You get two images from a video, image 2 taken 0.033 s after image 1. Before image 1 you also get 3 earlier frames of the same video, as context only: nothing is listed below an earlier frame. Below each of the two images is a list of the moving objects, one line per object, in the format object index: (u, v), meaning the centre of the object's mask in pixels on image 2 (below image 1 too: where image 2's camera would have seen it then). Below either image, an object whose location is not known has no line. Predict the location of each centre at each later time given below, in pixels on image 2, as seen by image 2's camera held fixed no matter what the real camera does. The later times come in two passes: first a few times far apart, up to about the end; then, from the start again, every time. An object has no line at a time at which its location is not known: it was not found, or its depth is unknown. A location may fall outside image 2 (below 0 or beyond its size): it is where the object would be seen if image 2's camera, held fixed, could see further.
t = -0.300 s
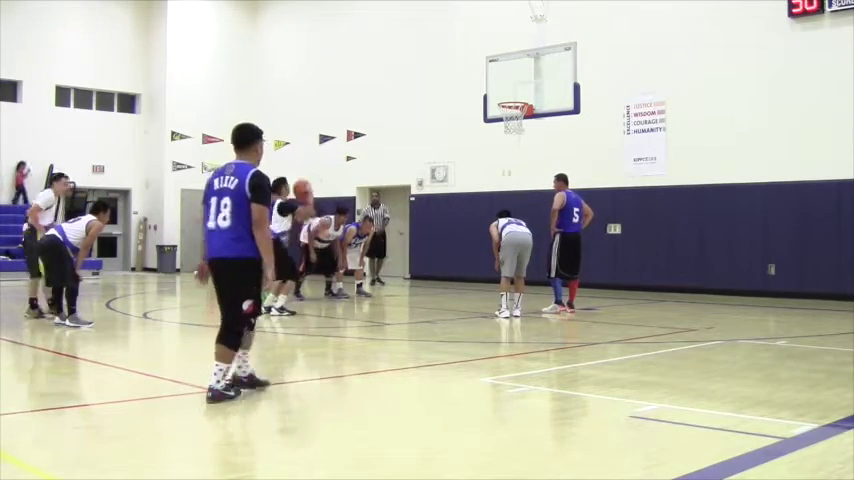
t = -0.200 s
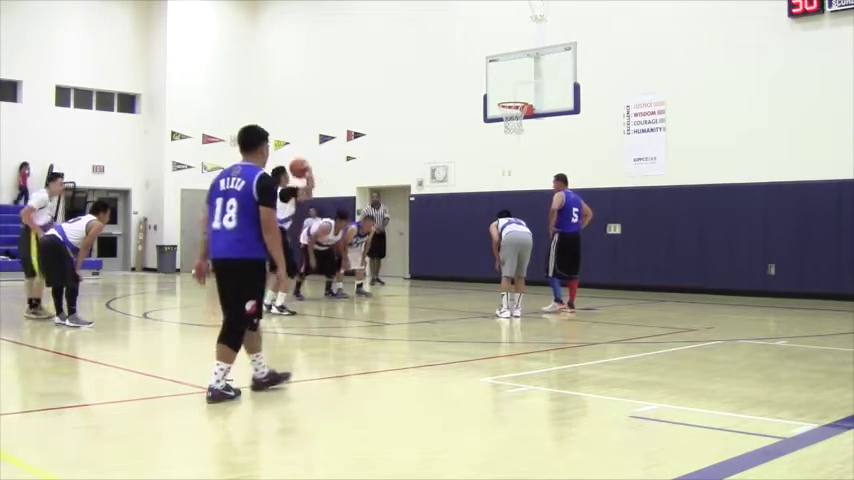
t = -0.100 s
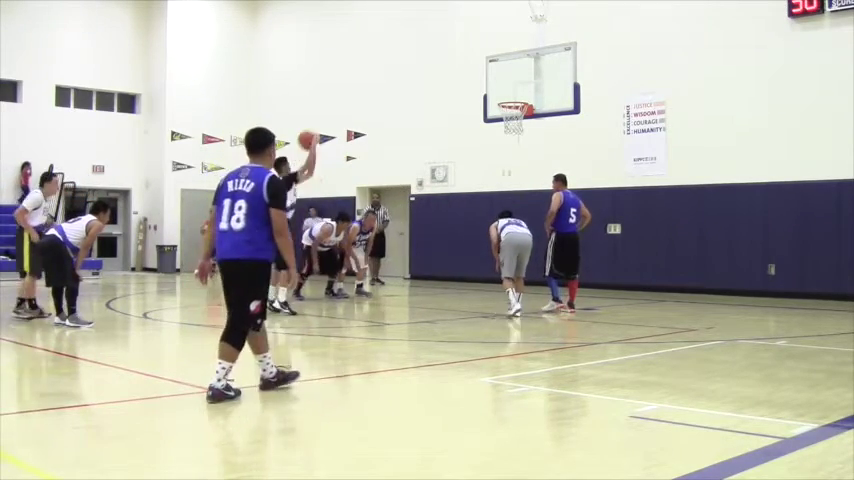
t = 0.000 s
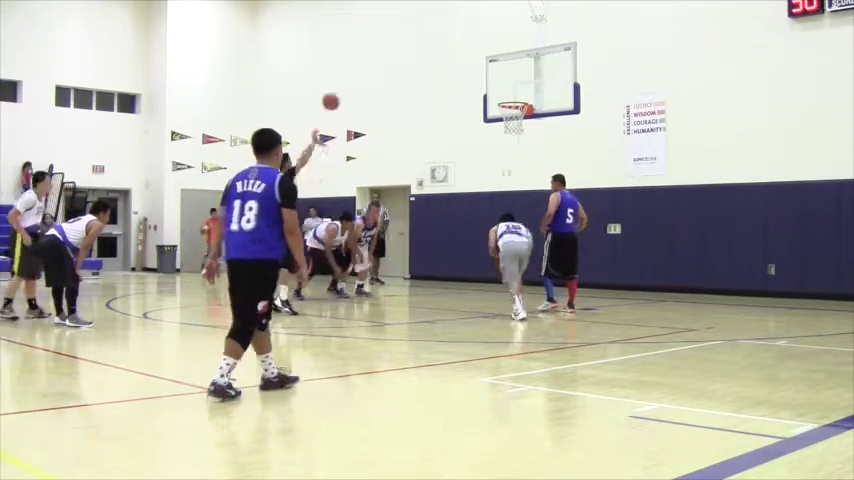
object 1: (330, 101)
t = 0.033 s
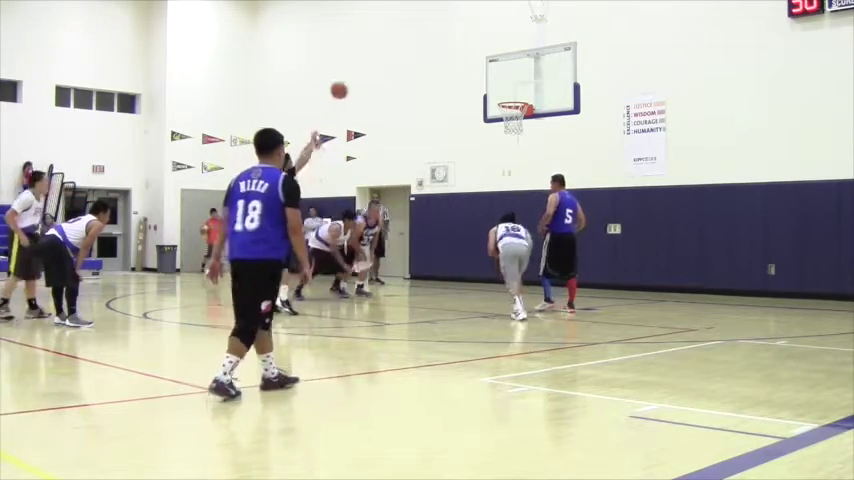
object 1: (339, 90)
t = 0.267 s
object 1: (392, 38)
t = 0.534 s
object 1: (447, 29)
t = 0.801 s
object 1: (495, 66)
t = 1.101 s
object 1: (516, 104)
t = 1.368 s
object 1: (507, 129)
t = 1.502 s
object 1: (511, 155)
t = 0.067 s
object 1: (347, 80)
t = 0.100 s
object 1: (354, 71)
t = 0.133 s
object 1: (362, 62)
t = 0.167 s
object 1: (370, 55)
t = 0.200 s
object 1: (378, 49)
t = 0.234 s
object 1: (385, 43)
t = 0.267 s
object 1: (392, 38)
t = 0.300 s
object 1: (400, 34)
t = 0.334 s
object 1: (407, 31)
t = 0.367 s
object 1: (414, 29)
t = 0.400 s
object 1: (421, 27)
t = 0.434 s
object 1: (427, 27)
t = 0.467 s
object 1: (434, 27)
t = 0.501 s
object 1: (440, 28)
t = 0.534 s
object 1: (447, 29)
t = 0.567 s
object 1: (453, 31)
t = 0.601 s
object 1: (460, 34)
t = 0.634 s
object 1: (466, 38)
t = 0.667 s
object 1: (472, 42)
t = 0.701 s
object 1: (478, 47)
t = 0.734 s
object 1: (484, 53)
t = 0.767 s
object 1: (490, 59)
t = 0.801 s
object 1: (495, 66)
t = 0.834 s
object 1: (501, 73)
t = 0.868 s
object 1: (507, 81)
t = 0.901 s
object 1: (512, 90)
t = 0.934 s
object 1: (518, 98)
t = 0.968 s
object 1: (514, 102)
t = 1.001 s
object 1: (505, 104)
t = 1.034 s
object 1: (511, 104)
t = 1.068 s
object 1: (519, 104)
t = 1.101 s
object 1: (516, 104)
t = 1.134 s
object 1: (508, 108)
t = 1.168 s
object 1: (504, 110)
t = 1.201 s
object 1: (503, 113)
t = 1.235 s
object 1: (504, 117)
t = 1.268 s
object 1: (504, 120)
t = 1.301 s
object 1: (504, 121)
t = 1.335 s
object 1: (506, 122)
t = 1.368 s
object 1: (507, 129)
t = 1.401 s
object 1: (508, 135)
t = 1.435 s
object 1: (509, 141)
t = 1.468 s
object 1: (511, 148)
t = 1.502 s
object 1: (511, 155)
